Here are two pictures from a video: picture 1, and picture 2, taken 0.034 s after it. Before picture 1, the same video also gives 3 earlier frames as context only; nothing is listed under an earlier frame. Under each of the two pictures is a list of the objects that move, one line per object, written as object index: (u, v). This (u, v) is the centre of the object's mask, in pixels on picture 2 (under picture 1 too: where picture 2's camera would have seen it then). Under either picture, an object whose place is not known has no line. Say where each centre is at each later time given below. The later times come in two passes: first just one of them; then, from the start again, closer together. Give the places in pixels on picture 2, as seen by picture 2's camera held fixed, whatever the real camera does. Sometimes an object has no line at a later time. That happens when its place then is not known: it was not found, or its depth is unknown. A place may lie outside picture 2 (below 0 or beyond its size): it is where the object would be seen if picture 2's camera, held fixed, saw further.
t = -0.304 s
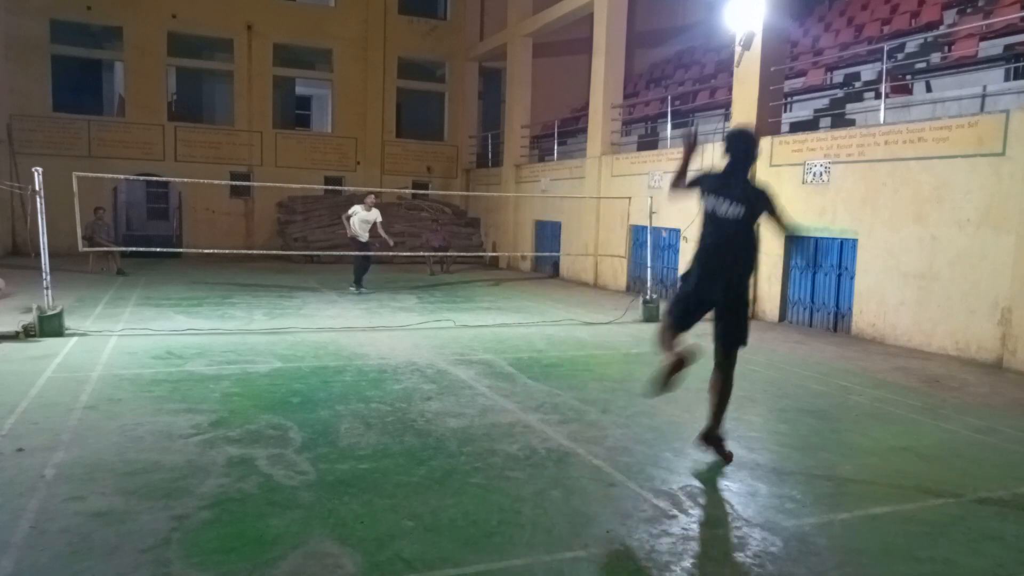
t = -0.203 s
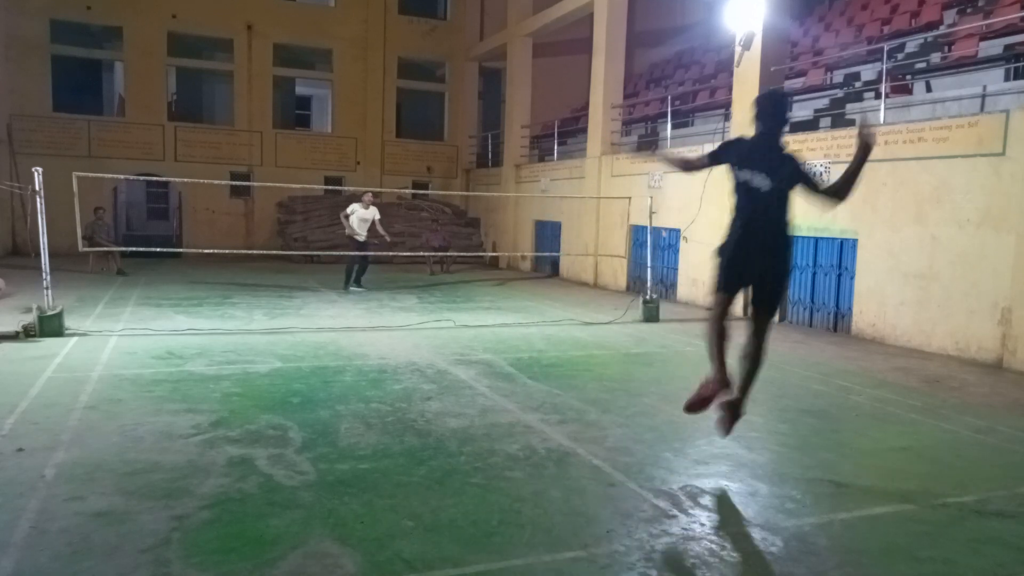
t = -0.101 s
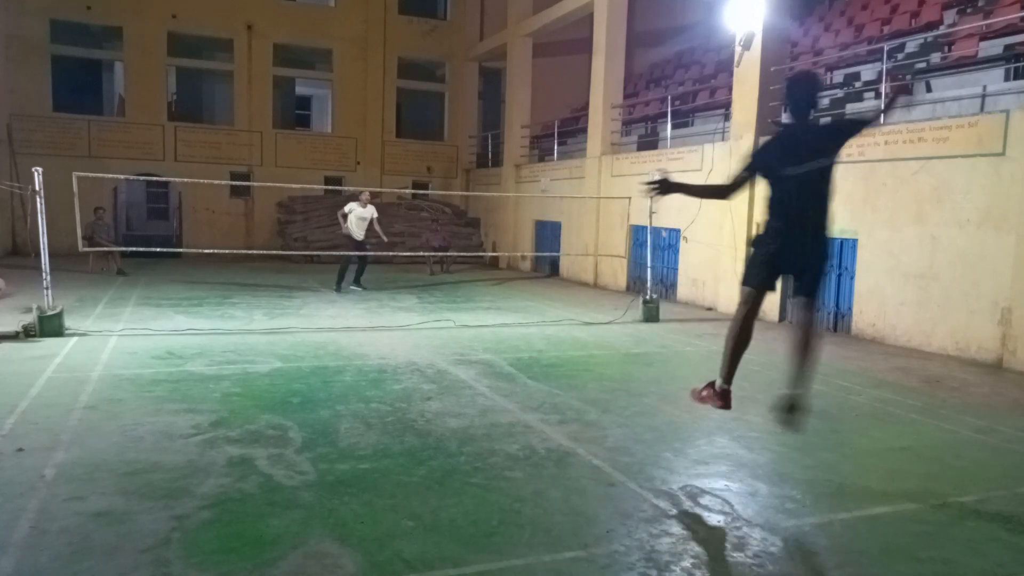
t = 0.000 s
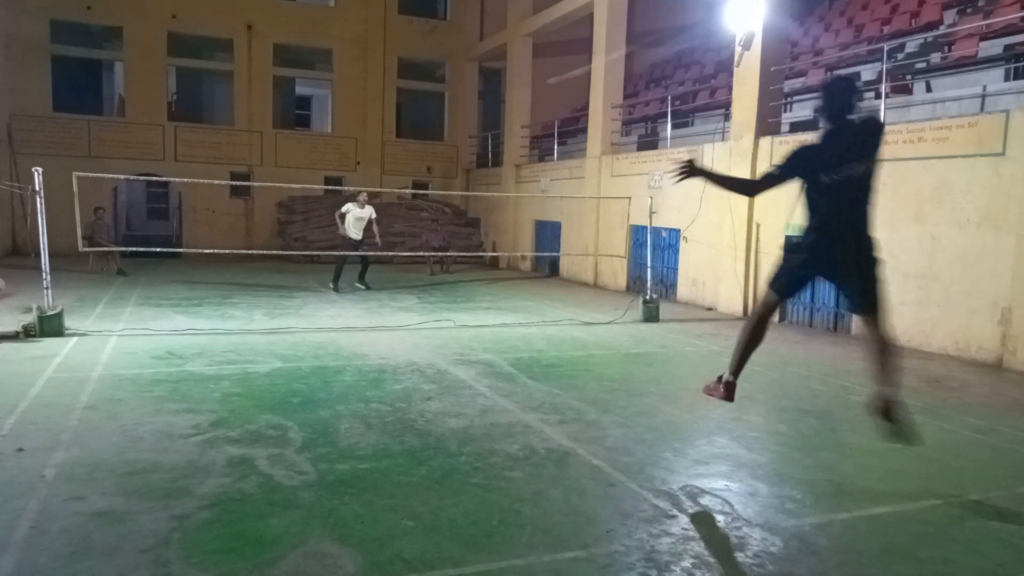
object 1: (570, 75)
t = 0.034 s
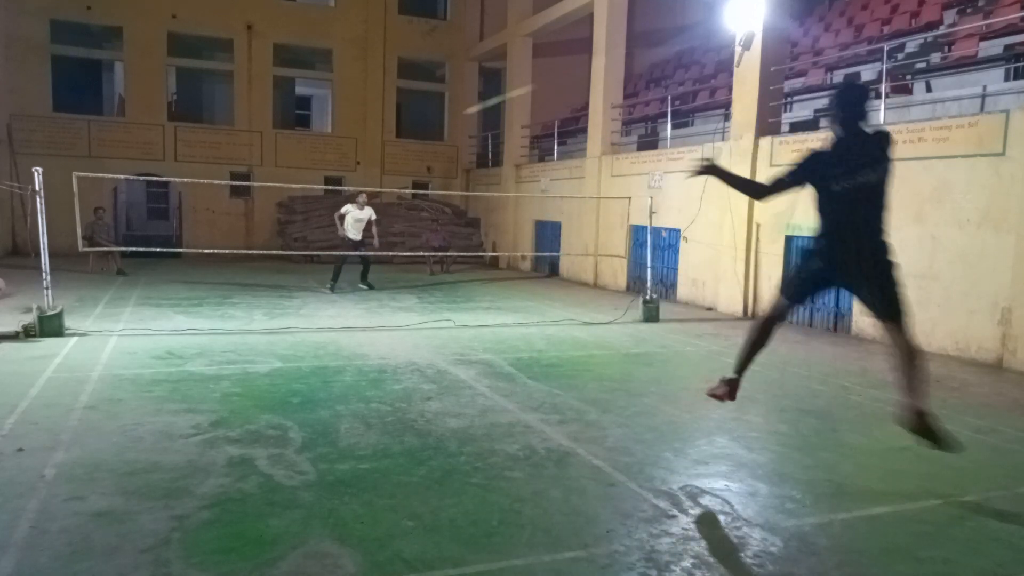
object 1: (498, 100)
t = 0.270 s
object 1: (280, 199)
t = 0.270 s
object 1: (280, 199)
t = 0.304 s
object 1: (267, 208)
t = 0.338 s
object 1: (256, 217)
